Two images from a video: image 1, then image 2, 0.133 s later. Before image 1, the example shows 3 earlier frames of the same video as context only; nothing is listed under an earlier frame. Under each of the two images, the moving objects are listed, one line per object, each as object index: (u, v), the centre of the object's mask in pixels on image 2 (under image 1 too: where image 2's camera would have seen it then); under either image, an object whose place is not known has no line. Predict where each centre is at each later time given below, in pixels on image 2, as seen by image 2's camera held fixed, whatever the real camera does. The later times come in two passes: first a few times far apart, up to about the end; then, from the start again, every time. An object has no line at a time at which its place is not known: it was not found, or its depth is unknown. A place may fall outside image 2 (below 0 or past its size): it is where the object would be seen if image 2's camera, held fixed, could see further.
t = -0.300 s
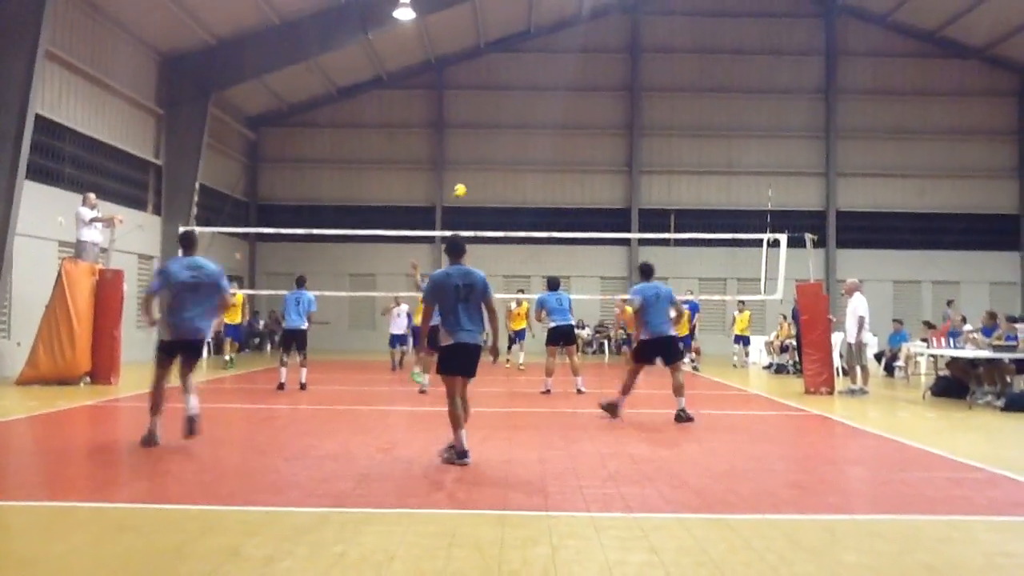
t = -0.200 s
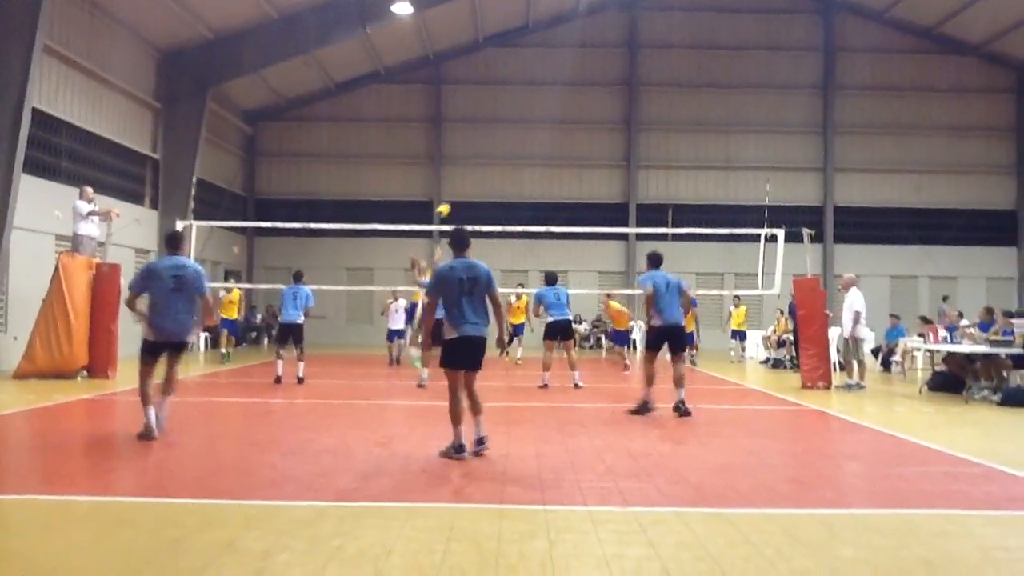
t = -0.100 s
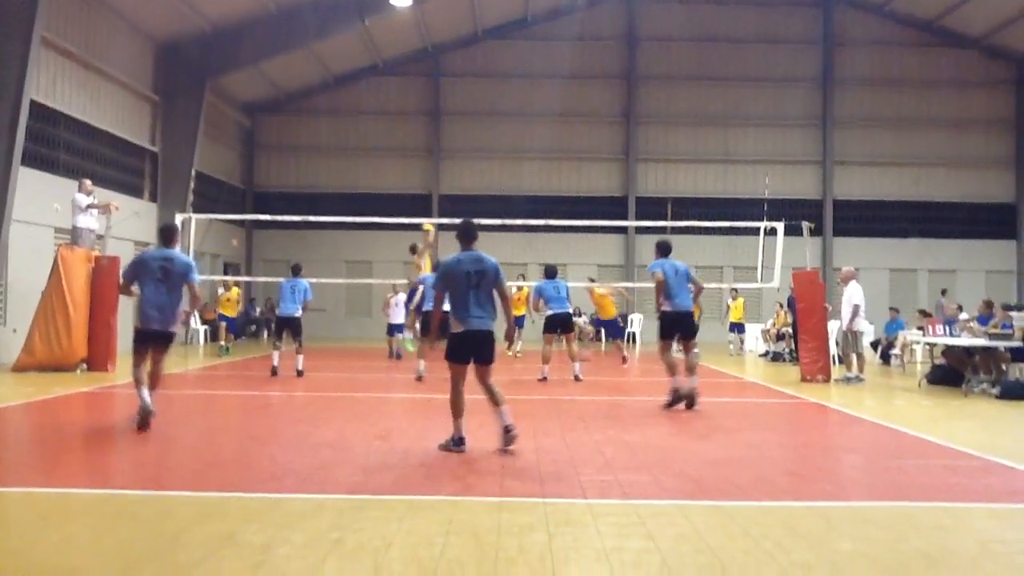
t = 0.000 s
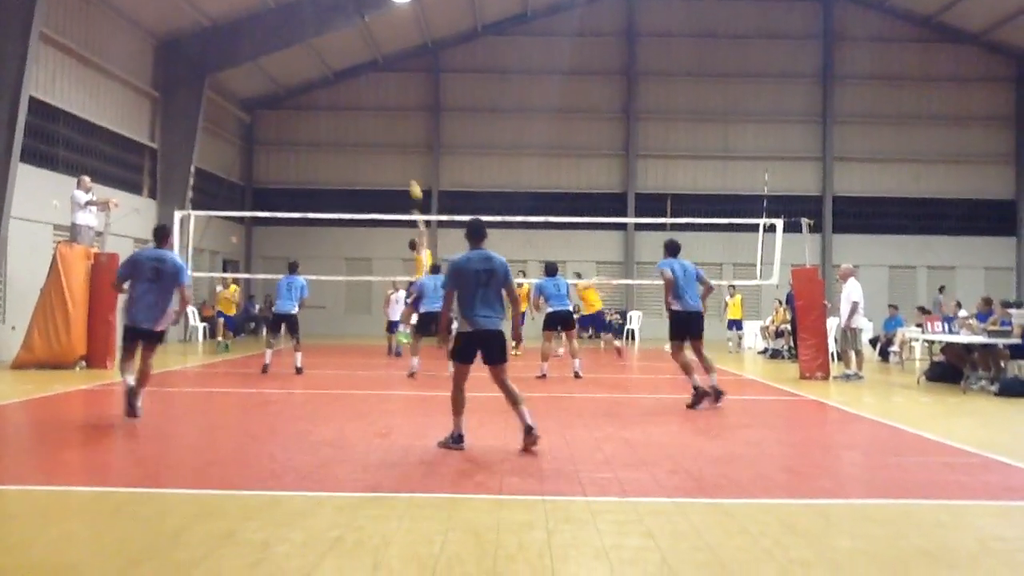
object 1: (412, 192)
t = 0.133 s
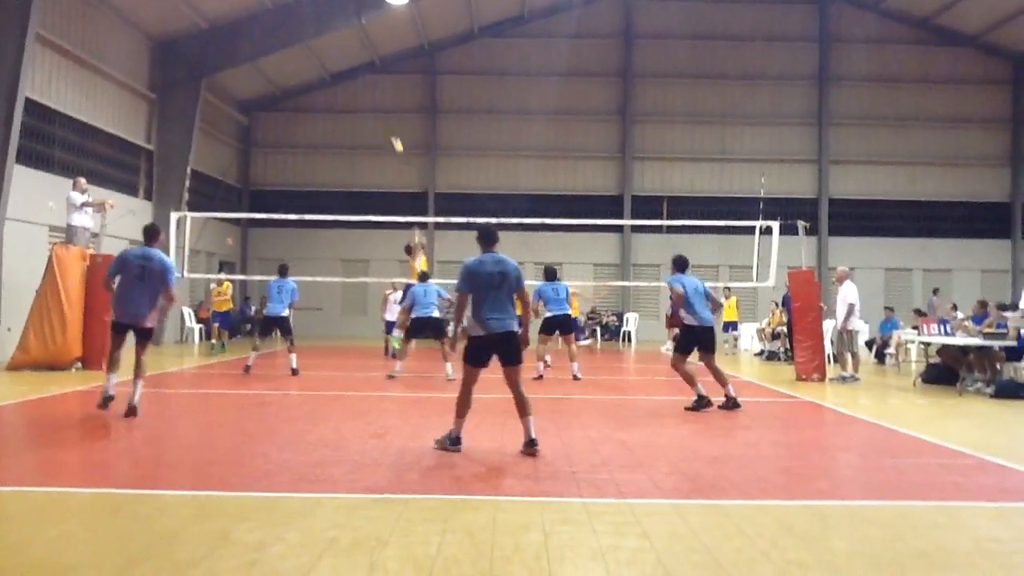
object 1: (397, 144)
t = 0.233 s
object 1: (386, 118)
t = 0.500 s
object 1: (354, 73)
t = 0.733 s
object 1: (327, 66)
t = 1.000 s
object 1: (295, 95)
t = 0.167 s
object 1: (393, 135)
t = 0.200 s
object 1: (390, 126)
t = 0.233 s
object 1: (386, 118)
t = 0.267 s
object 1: (381, 109)
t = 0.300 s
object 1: (377, 102)
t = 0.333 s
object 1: (374, 96)
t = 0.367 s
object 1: (370, 91)
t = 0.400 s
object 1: (365, 84)
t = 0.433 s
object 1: (362, 80)
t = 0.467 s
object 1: (358, 76)
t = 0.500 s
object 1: (354, 73)
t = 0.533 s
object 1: (350, 70)
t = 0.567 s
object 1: (346, 68)
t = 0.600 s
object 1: (342, 67)
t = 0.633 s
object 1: (338, 65)
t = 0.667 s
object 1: (335, 65)
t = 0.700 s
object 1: (331, 65)
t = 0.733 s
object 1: (327, 66)
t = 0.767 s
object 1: (323, 66)
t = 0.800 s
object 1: (319, 68)
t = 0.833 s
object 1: (316, 71)
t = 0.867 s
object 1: (312, 74)
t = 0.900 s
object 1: (308, 79)
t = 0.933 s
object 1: (303, 84)
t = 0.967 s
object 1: (299, 89)
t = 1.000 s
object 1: (295, 95)
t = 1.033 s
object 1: (291, 102)
